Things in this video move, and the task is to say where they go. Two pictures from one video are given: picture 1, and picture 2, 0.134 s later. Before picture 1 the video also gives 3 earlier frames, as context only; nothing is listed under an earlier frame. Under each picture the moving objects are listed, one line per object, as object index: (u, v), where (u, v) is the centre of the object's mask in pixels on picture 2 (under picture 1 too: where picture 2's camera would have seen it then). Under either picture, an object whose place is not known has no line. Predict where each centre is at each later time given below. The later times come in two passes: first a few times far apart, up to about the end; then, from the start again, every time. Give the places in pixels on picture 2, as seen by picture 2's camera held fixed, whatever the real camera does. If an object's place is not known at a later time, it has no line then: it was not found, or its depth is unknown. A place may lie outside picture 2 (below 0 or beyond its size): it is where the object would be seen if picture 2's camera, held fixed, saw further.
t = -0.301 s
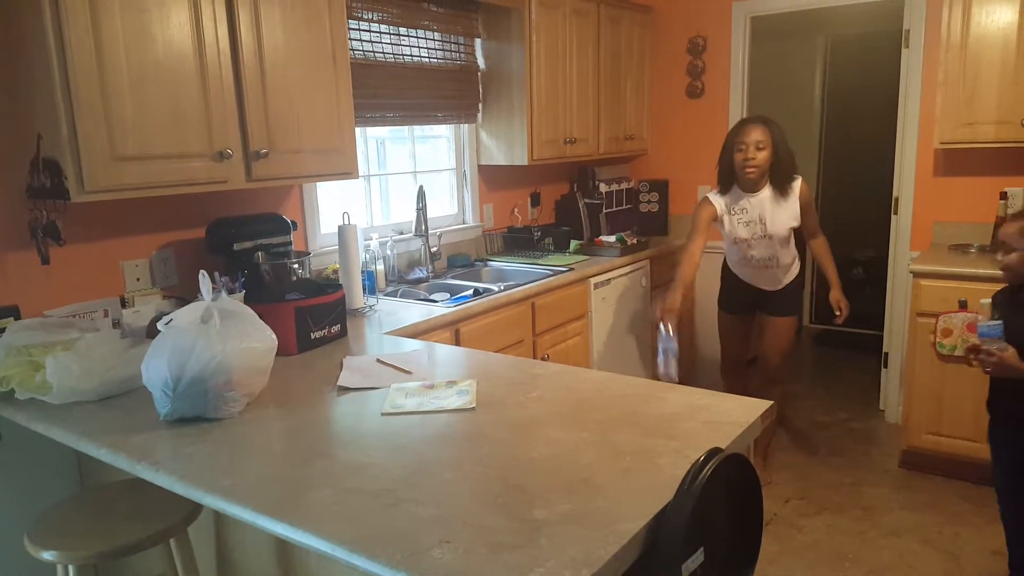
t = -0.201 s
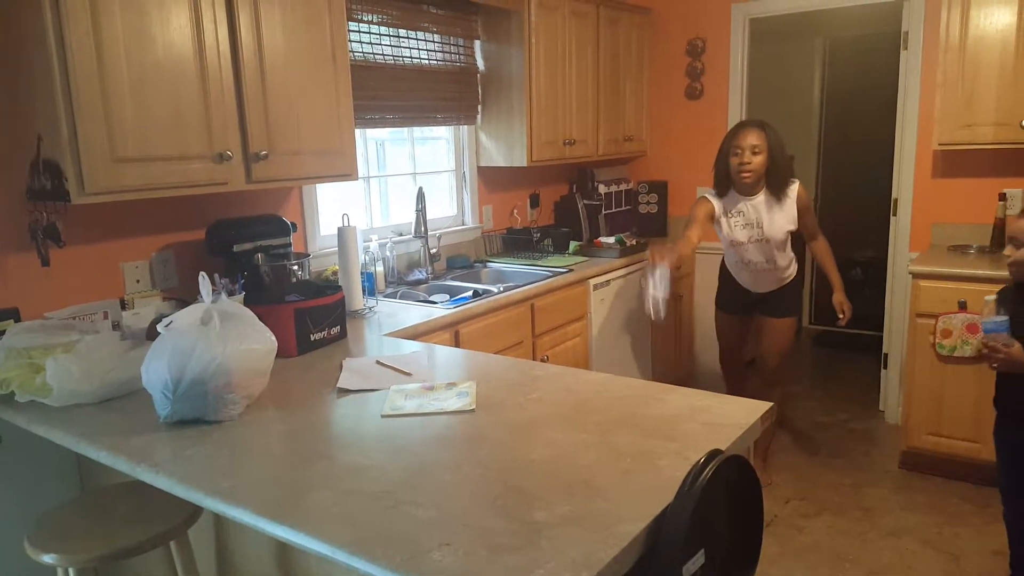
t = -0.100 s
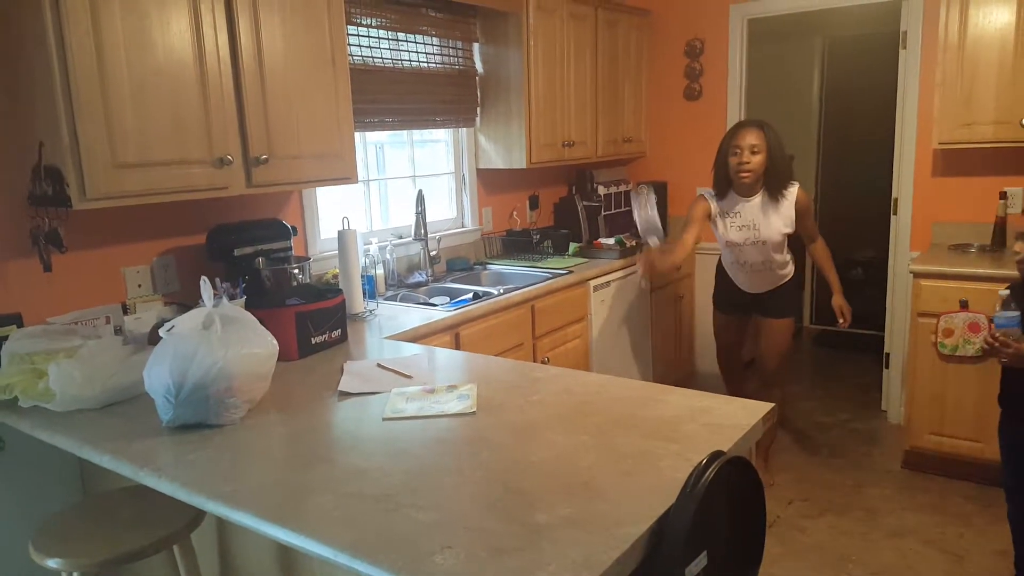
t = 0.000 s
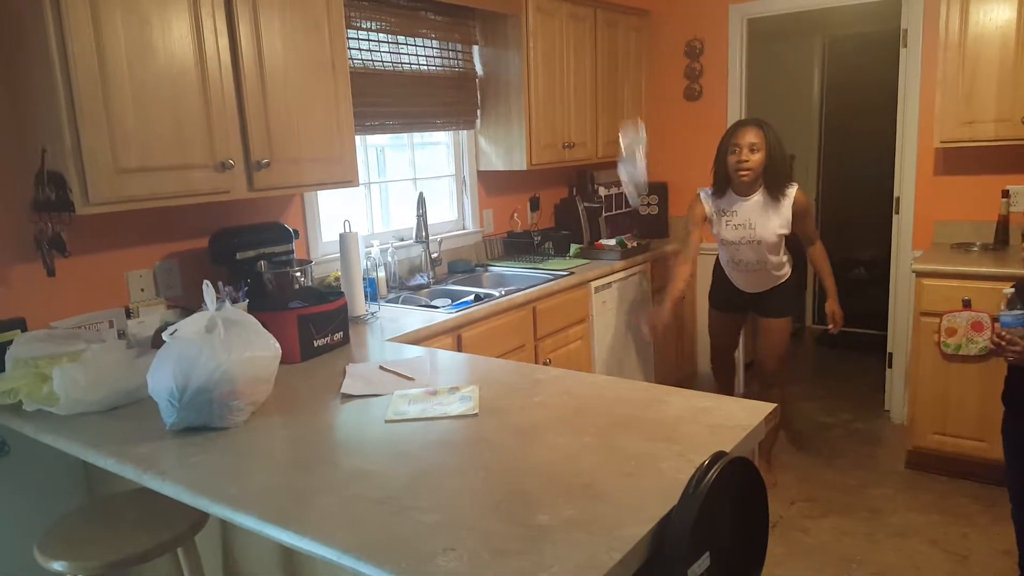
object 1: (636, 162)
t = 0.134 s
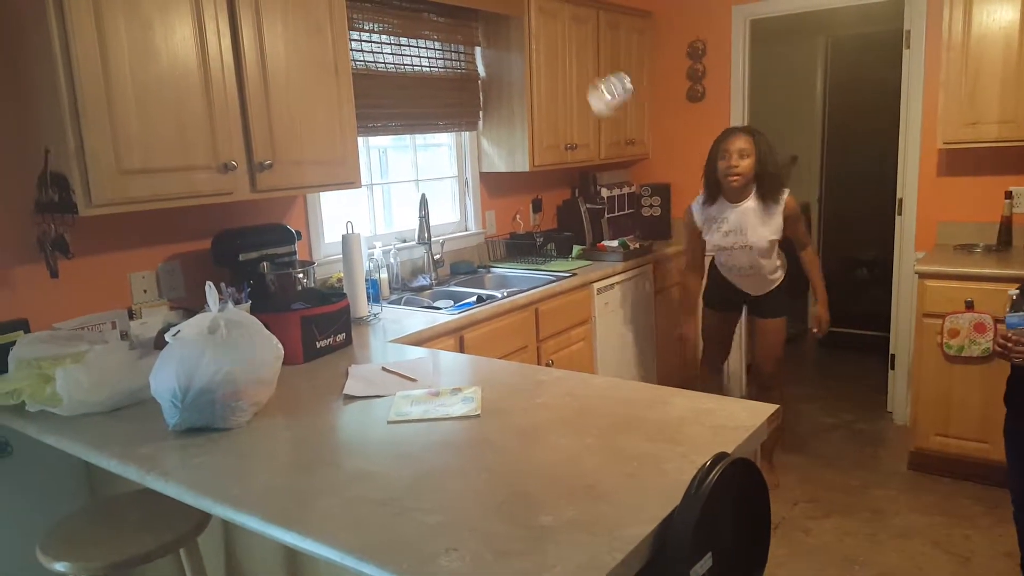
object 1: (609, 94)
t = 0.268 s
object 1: (584, 99)
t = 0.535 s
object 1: (529, 412)
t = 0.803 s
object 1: (487, 494)
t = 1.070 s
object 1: (483, 522)
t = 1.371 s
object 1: (501, 535)
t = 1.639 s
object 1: (500, 535)
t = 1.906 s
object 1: (495, 533)
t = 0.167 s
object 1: (603, 86)
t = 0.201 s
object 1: (597, 85)
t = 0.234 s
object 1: (590, 89)
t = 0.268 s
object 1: (584, 99)
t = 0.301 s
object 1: (579, 116)
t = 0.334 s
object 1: (573, 141)
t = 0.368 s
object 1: (566, 172)
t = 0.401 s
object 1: (559, 209)
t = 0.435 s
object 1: (554, 261)
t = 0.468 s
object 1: (546, 316)
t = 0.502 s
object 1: (539, 389)
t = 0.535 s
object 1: (529, 412)
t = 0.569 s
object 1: (518, 423)
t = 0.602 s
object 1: (506, 442)
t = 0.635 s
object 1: (499, 467)
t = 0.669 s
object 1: (497, 475)
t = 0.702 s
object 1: (492, 482)
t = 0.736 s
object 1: (487, 487)
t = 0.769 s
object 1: (486, 491)
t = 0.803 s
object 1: (487, 494)
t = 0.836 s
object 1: (489, 497)
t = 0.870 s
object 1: (488, 499)
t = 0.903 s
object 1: (487, 503)
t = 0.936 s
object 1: (485, 506)
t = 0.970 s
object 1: (485, 510)
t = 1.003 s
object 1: (485, 514)
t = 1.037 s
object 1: (485, 518)
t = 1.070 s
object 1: (483, 522)
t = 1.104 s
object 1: (484, 525)
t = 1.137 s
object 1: (486, 527)
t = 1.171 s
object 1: (490, 529)
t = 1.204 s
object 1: (492, 530)
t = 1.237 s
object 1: (495, 531)
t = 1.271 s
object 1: (497, 532)
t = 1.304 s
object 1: (500, 533)
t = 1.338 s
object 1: (500, 534)
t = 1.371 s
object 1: (501, 535)
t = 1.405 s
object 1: (501, 535)
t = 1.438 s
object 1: (500, 535)
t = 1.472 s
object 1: (499, 535)
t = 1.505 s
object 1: (499, 535)
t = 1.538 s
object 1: (500, 535)
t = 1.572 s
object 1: (500, 535)
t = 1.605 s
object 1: (500, 535)
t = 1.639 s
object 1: (500, 535)
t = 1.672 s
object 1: (500, 535)
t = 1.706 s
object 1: (499, 534)
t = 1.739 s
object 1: (499, 534)
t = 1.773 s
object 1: (498, 534)
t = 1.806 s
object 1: (498, 534)
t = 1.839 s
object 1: (496, 533)
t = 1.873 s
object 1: (495, 533)
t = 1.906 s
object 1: (495, 533)
